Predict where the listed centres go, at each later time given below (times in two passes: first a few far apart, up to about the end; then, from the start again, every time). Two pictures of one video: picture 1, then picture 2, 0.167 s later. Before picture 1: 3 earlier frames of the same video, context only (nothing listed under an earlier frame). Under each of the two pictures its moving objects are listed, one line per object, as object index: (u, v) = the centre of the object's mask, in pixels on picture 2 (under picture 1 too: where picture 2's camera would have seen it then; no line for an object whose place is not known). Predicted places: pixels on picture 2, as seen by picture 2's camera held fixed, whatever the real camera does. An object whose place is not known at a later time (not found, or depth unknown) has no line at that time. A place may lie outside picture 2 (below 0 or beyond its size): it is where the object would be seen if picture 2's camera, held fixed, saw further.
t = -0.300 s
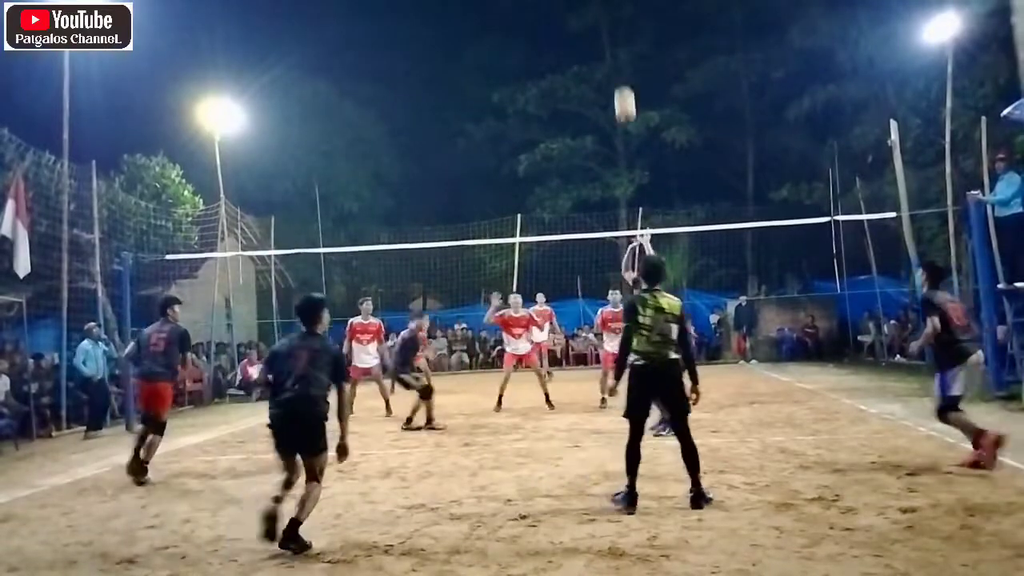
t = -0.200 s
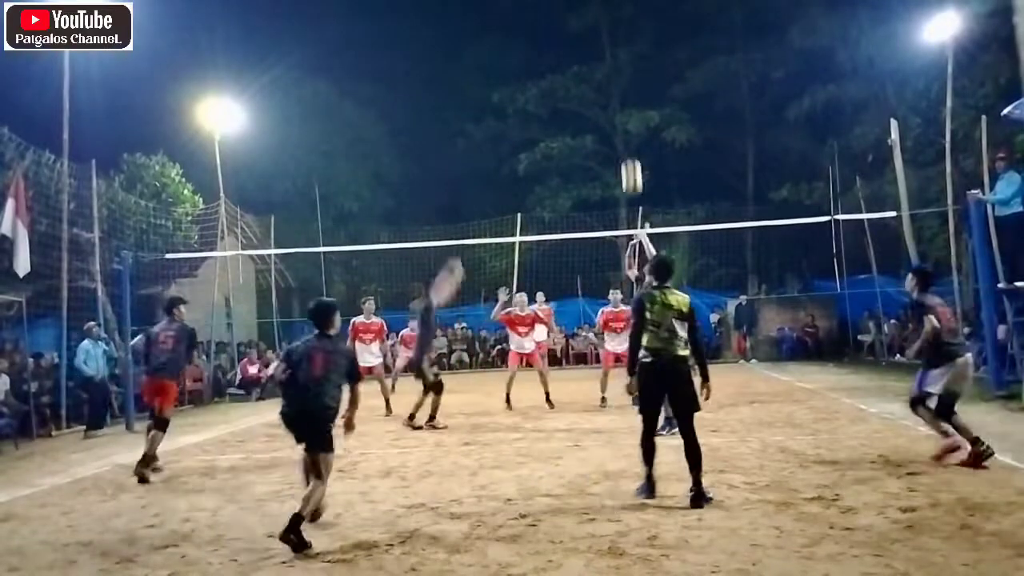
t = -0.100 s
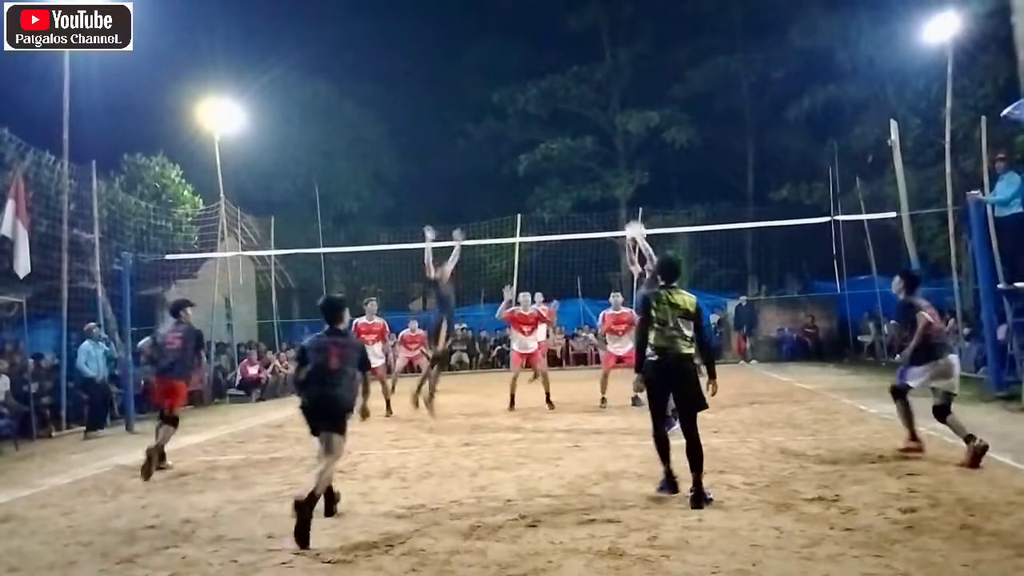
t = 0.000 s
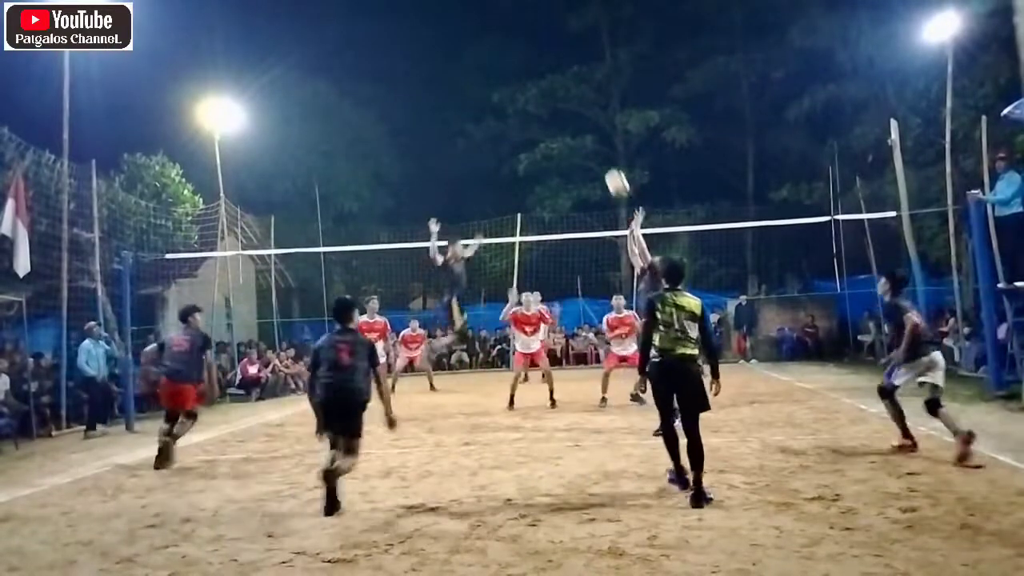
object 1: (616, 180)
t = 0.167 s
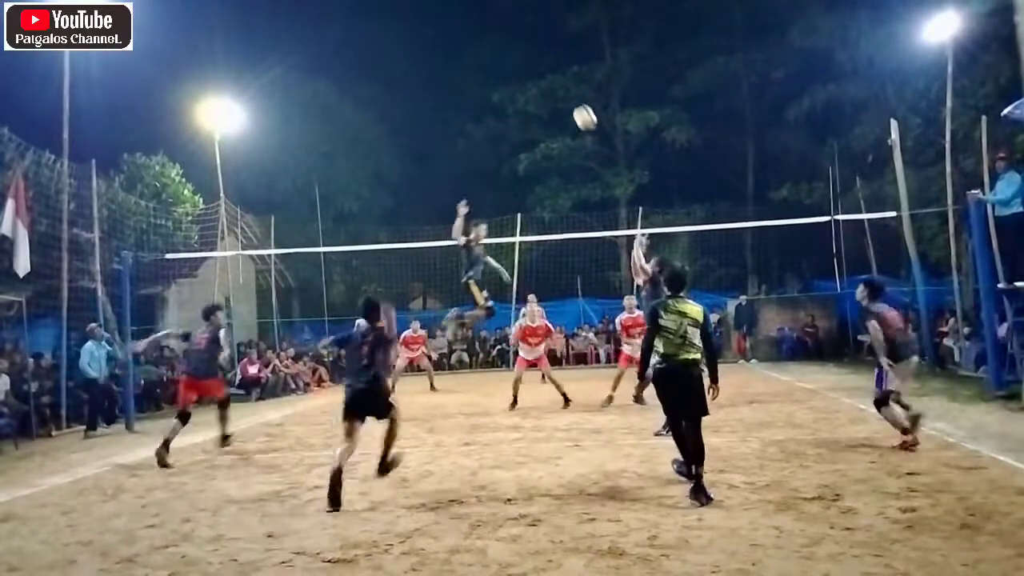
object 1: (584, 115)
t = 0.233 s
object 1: (572, 96)
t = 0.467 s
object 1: (533, 62)
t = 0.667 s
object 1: (504, 72)
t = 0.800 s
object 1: (486, 95)
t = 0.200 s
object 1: (578, 105)
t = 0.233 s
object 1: (572, 96)
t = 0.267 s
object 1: (566, 88)
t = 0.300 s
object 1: (561, 82)
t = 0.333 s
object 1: (555, 77)
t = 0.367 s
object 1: (550, 72)
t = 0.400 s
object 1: (544, 68)
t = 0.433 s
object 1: (539, 65)
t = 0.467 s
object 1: (533, 62)
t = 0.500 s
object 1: (528, 62)
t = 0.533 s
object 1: (523, 62)
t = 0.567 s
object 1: (519, 63)
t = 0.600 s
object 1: (514, 65)
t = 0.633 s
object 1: (509, 68)
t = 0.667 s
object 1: (504, 72)
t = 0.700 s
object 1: (500, 76)
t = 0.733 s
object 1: (495, 81)
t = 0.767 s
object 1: (491, 88)
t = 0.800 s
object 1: (486, 95)
